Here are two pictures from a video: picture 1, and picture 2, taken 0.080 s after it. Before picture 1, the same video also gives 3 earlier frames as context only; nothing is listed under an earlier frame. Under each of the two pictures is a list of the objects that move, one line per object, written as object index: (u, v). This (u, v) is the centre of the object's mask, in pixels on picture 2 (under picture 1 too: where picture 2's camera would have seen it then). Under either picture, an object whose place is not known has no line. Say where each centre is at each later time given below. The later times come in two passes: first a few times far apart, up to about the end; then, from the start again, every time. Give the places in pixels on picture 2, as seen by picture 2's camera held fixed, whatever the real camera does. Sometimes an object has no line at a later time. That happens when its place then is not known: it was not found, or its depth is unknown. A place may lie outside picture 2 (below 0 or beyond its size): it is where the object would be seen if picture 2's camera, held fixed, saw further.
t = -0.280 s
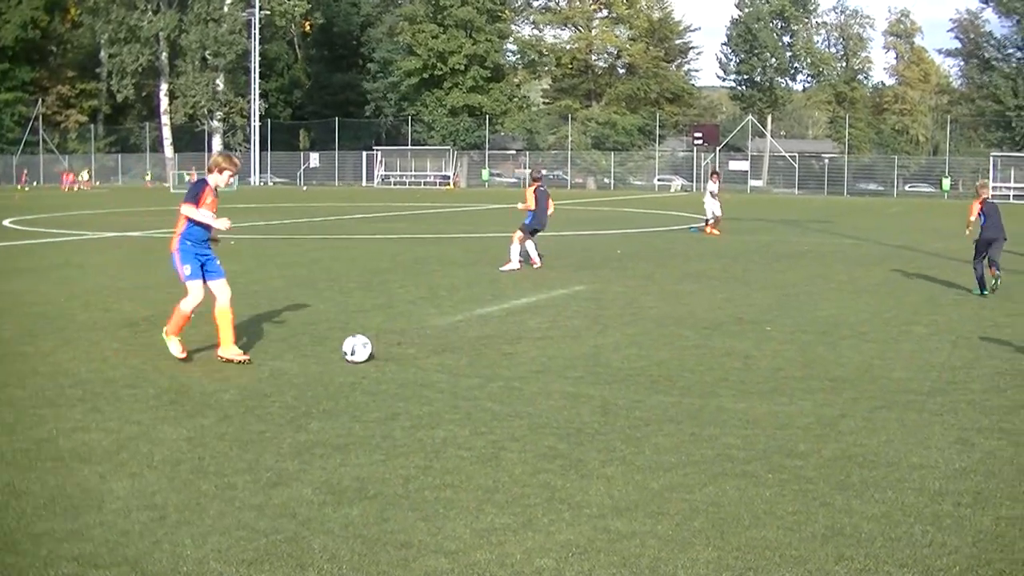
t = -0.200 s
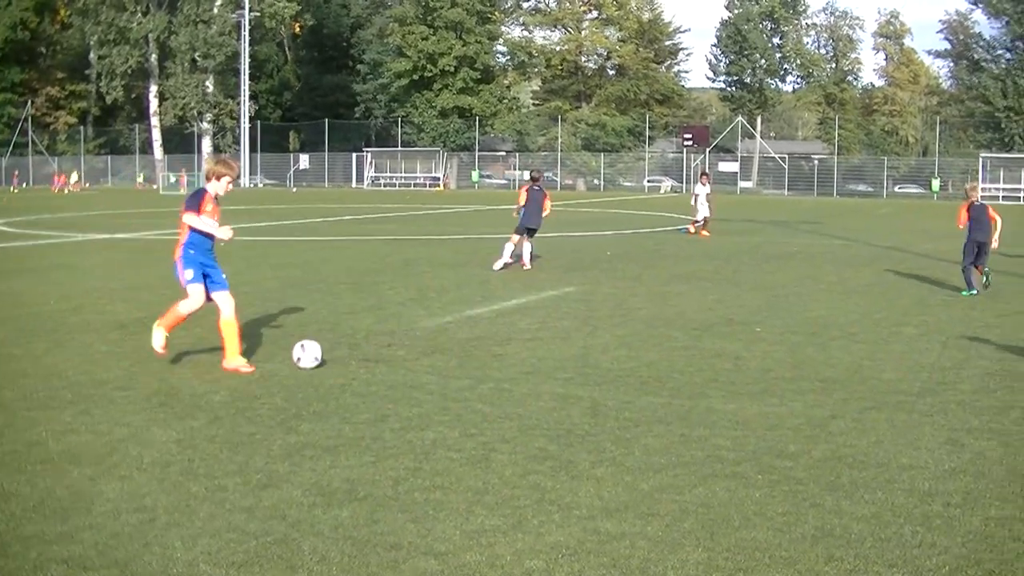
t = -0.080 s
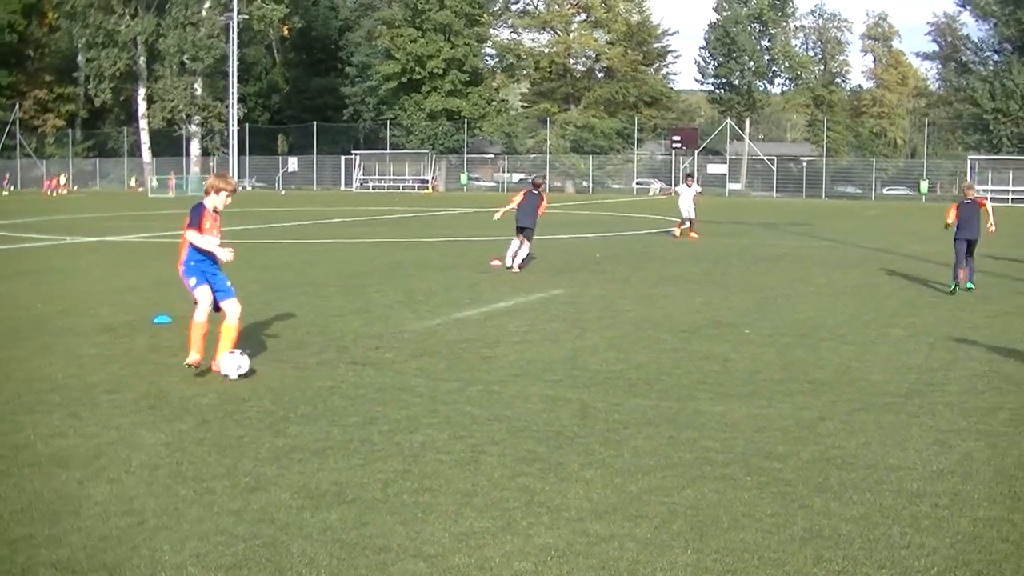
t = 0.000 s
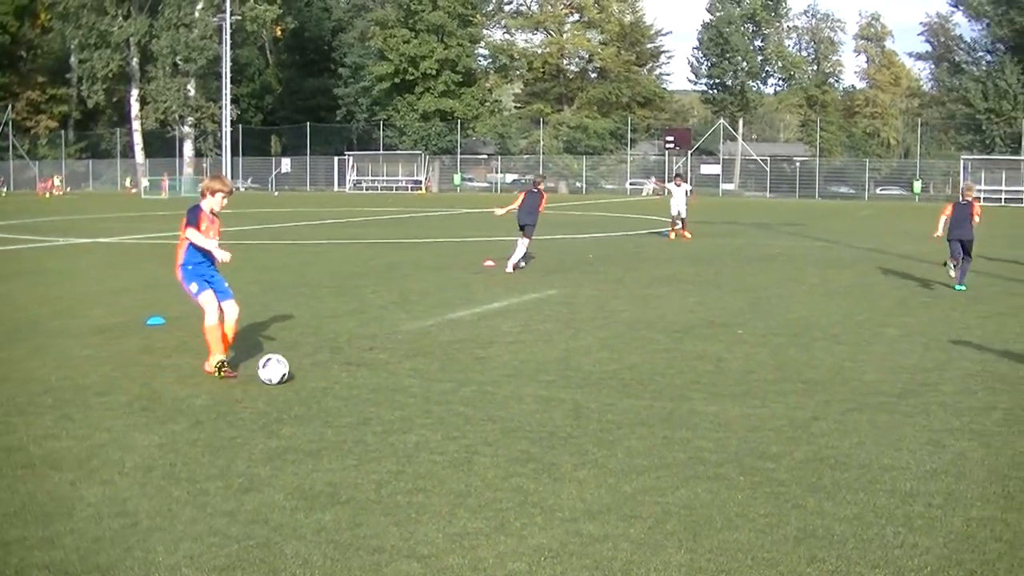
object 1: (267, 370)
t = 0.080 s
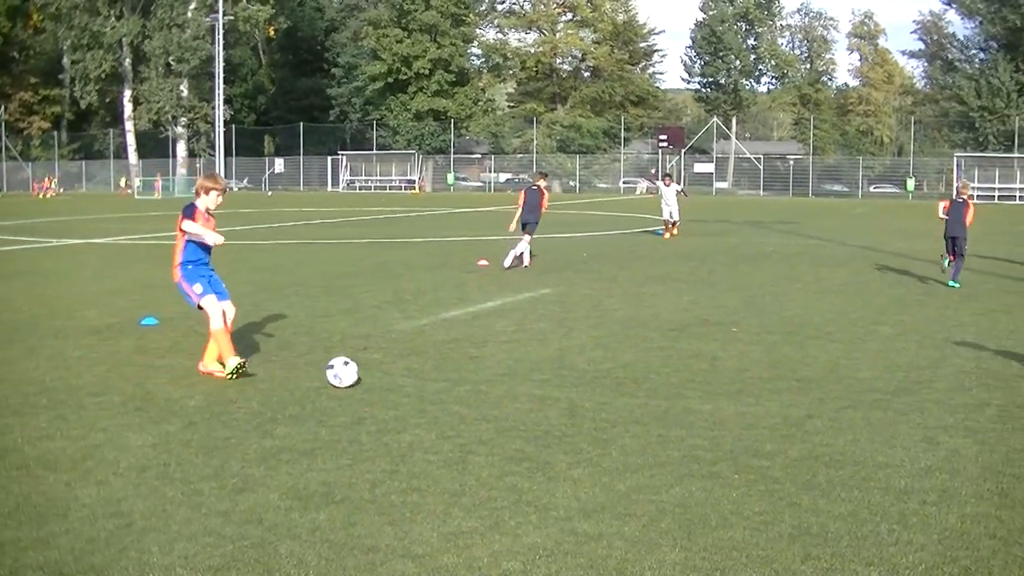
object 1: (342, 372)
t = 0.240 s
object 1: (481, 378)
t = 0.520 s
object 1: (681, 385)
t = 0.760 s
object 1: (838, 392)
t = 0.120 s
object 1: (378, 373)
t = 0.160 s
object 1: (414, 375)
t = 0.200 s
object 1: (448, 376)
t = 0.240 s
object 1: (481, 378)
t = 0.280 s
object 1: (512, 378)
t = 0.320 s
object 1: (543, 380)
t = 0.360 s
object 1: (572, 380)
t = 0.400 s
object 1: (601, 382)
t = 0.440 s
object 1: (629, 383)
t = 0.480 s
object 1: (655, 384)
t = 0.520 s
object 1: (681, 385)
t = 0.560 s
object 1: (708, 386)
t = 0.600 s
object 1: (734, 387)
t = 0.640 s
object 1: (760, 388)
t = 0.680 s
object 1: (786, 390)
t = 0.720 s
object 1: (812, 392)
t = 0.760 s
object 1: (838, 392)
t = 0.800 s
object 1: (865, 394)
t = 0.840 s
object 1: (891, 395)
